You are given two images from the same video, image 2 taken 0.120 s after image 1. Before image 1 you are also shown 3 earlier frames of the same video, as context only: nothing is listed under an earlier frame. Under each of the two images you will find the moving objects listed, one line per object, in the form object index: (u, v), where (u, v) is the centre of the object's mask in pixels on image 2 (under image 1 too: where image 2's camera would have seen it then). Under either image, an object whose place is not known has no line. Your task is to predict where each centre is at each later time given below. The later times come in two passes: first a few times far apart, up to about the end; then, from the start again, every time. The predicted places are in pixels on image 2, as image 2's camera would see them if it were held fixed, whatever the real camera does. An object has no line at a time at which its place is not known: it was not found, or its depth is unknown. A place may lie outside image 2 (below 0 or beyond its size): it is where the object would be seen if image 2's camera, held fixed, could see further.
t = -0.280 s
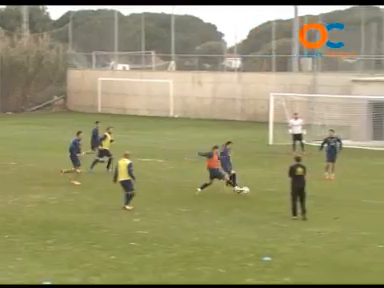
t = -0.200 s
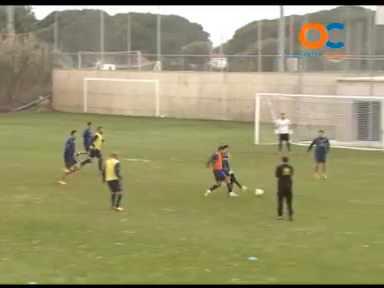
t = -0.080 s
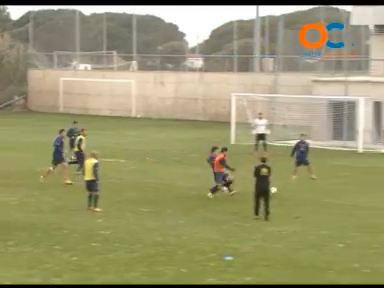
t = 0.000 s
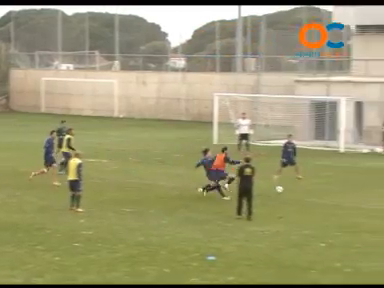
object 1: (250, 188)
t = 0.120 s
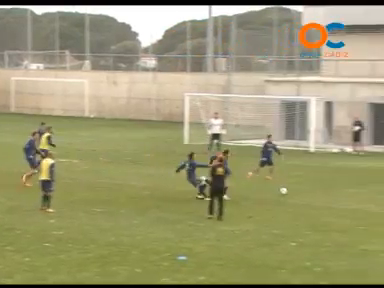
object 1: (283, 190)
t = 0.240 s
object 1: (312, 188)
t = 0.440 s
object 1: (358, 189)
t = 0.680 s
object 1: (408, 190)
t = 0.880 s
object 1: (449, 190)
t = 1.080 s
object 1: (488, 188)
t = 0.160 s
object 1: (293, 189)
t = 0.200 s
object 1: (303, 188)
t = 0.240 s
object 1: (312, 188)
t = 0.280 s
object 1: (322, 188)
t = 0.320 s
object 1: (331, 189)
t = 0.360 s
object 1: (340, 190)
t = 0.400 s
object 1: (349, 190)
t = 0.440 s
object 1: (358, 189)
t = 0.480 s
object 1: (366, 187)
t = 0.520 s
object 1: (375, 187)
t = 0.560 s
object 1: (383, 187)
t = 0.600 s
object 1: (391, 188)
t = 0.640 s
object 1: (400, 189)
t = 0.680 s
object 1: (408, 190)
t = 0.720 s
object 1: (416, 191)
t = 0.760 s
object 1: (424, 189)
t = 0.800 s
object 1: (433, 189)
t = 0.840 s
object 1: (440, 190)
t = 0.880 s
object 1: (449, 190)
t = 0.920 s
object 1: (457, 190)
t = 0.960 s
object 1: (465, 189)
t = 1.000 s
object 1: (472, 188)
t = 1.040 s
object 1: (480, 188)
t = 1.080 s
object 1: (488, 188)
